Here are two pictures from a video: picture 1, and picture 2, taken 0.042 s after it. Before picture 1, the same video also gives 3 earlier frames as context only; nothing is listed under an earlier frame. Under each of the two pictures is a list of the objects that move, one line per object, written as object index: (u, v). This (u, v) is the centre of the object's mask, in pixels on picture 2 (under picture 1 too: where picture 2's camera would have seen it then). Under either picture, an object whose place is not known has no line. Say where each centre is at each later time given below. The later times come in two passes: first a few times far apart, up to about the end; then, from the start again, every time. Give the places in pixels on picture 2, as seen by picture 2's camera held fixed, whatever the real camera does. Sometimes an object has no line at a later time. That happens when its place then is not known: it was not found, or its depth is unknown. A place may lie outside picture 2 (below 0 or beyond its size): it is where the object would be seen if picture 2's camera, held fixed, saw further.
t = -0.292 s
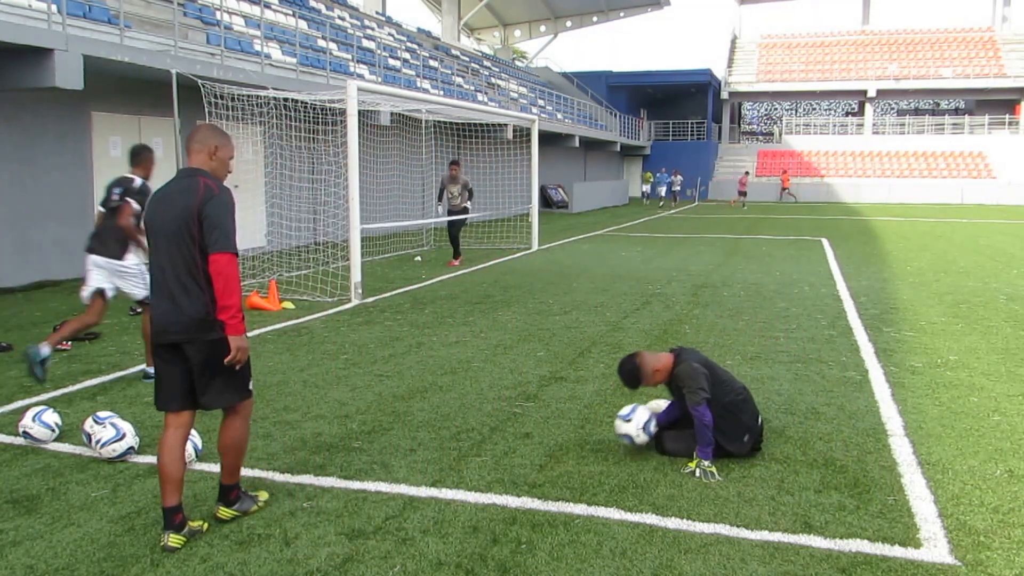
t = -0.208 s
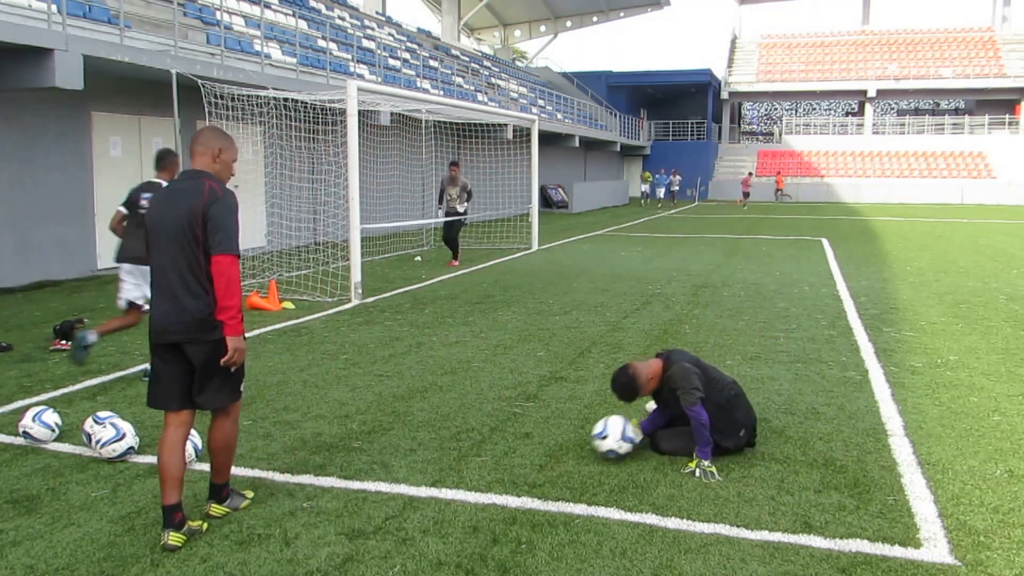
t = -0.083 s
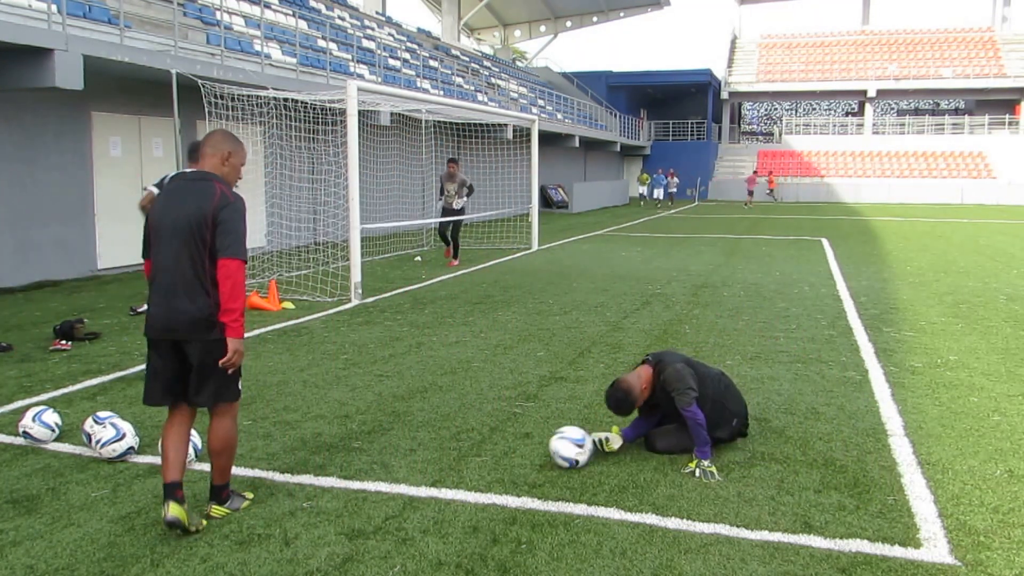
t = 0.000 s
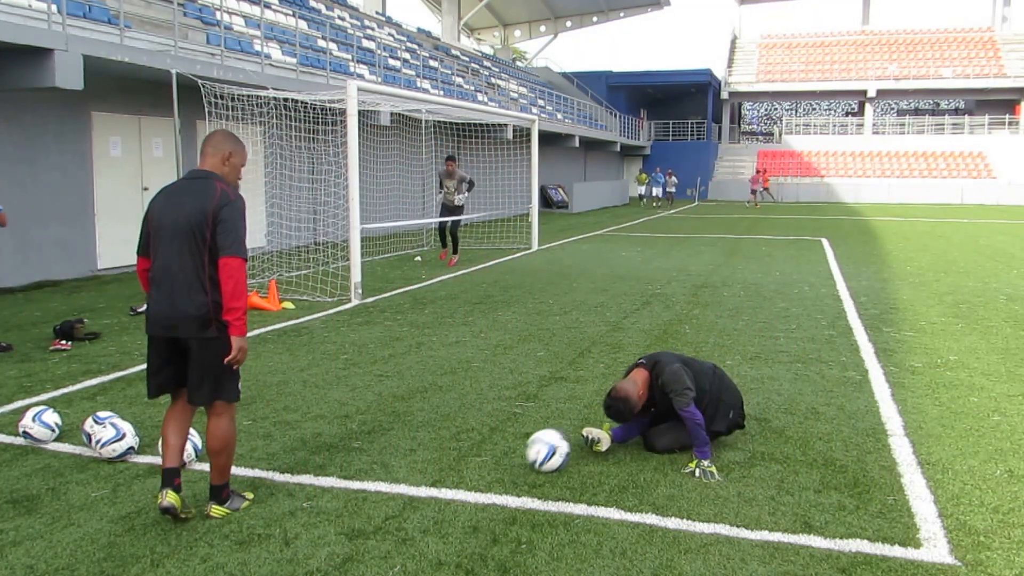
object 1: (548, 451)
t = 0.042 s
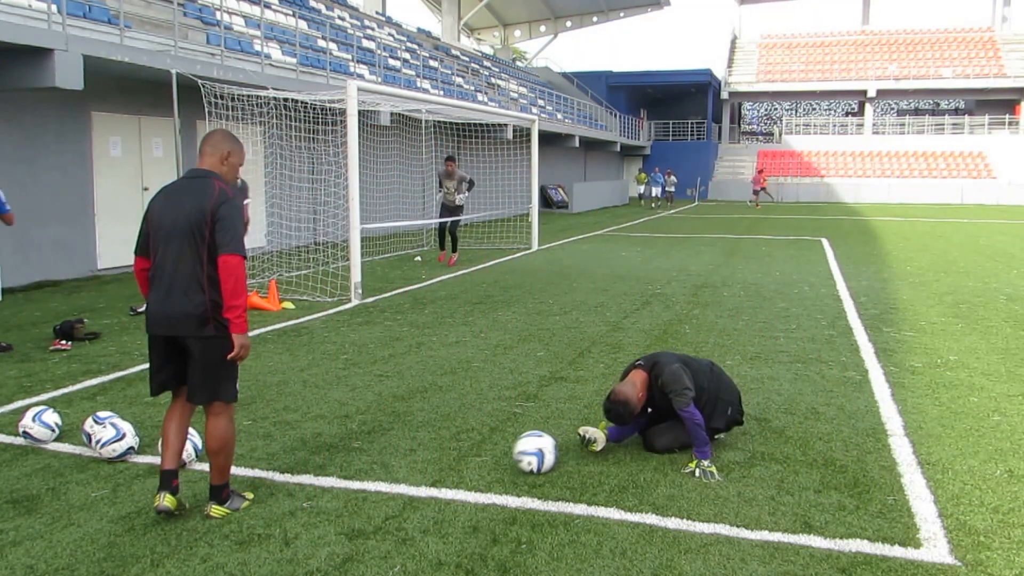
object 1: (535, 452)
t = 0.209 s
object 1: (487, 458)
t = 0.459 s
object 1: (414, 467)
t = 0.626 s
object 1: (365, 472)
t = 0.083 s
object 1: (523, 453)
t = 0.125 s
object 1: (511, 455)
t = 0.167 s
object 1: (499, 457)
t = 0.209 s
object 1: (487, 458)
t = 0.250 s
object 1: (474, 460)
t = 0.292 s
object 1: (462, 461)
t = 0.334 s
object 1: (449, 463)
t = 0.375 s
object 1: (437, 464)
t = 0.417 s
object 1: (426, 465)
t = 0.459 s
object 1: (414, 467)
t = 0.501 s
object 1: (402, 468)
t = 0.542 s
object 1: (390, 469)
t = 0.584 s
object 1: (377, 471)
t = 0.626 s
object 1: (365, 472)
